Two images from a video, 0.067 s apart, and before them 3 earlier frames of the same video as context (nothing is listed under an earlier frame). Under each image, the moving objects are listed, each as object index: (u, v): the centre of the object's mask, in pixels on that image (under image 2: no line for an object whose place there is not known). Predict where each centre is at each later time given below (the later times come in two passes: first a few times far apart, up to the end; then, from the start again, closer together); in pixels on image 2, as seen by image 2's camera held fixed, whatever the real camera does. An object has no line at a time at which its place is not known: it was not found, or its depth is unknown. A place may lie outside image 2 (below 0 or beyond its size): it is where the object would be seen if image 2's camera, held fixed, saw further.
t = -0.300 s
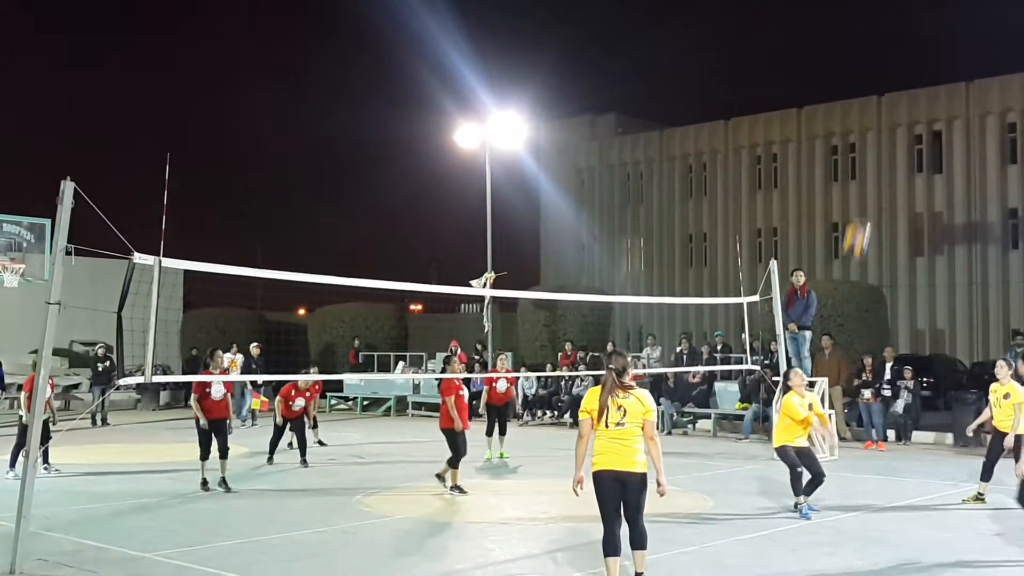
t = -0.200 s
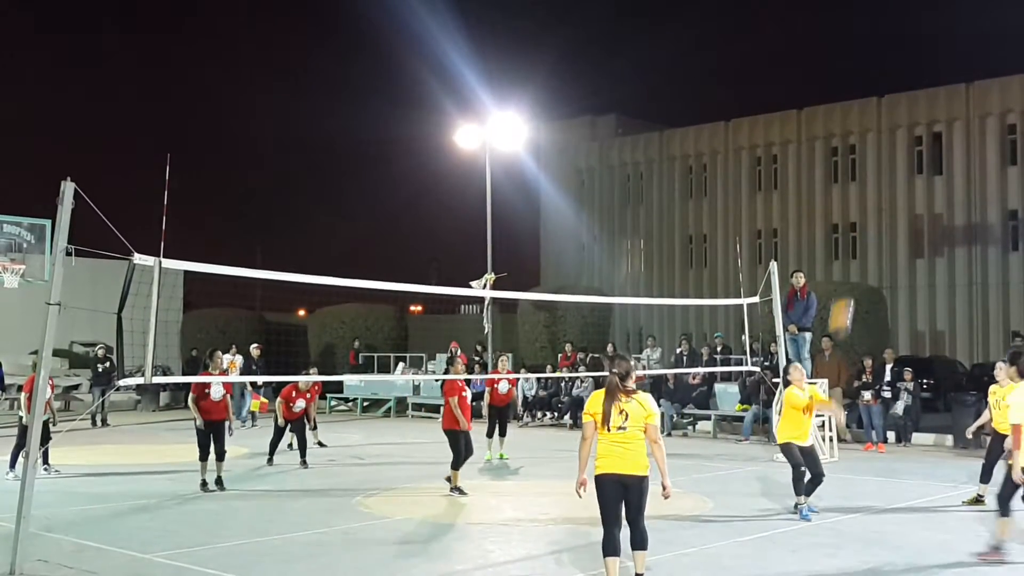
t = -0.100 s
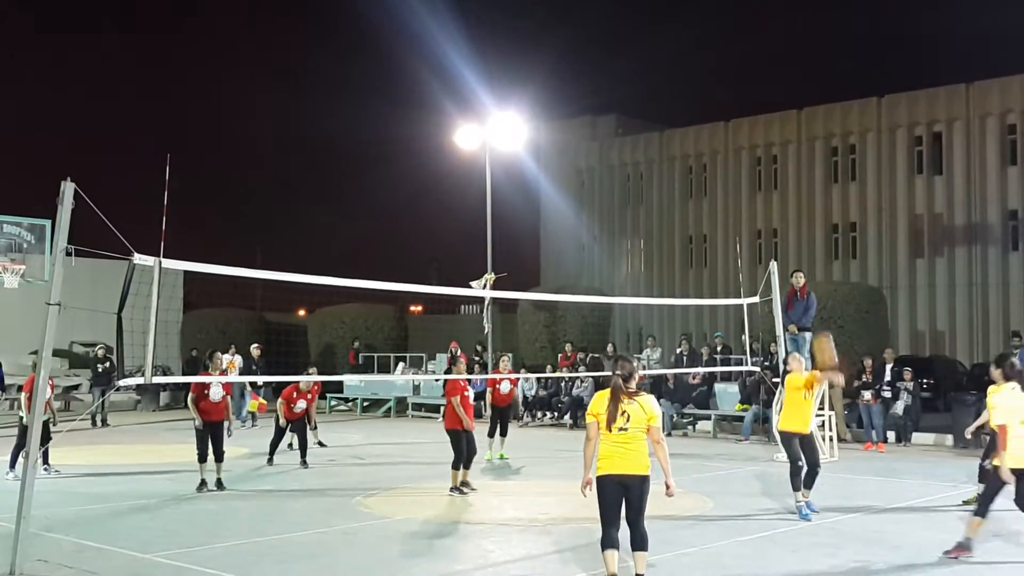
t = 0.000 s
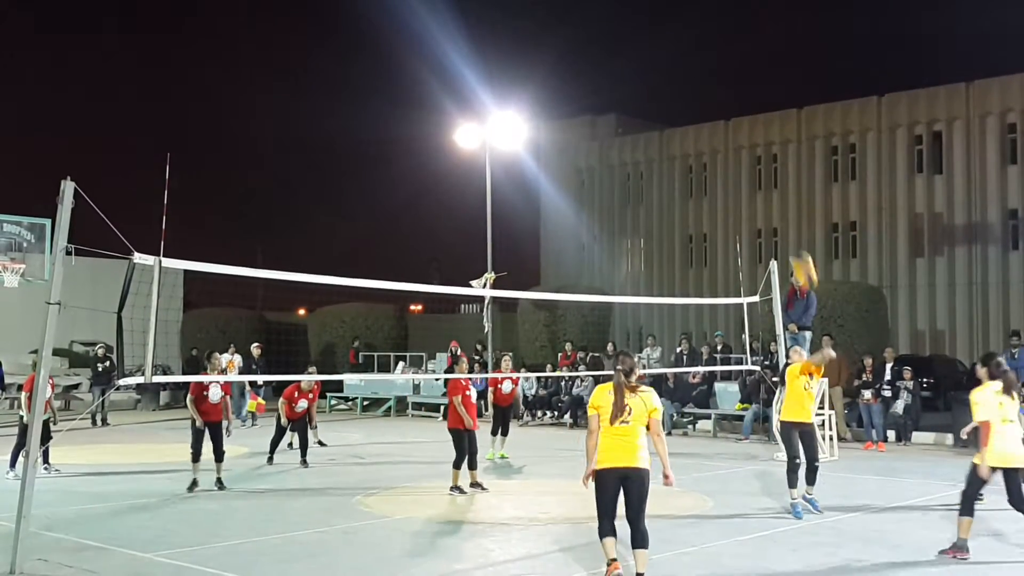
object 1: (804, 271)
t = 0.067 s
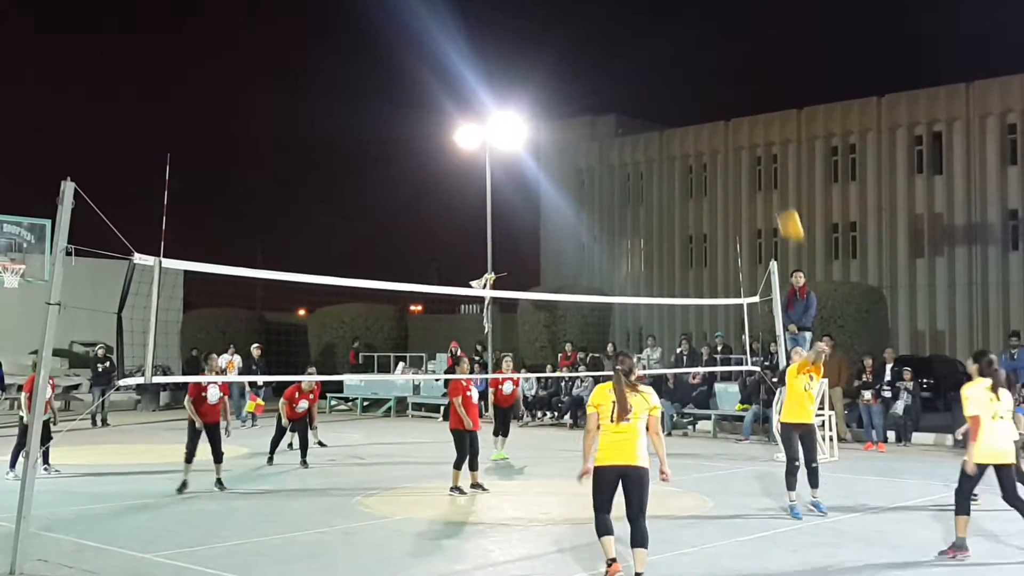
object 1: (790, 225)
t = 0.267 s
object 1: (750, 115)
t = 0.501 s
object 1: (704, 40)
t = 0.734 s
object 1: (658, 21)
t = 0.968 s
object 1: (611, 58)
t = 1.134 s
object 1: (580, 117)
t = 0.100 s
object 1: (784, 204)
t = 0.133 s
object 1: (777, 184)
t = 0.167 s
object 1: (770, 164)
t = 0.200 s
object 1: (764, 148)
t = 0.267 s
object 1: (750, 115)
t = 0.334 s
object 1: (737, 89)
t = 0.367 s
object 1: (730, 77)
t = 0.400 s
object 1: (724, 66)
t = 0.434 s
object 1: (717, 56)
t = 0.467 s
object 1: (710, 48)
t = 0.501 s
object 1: (704, 40)
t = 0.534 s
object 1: (697, 34)
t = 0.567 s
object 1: (691, 29)
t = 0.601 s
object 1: (684, 25)
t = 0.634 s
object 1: (678, 22)
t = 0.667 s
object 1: (671, 21)
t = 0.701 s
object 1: (664, 20)
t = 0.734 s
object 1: (658, 21)
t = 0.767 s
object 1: (652, 23)
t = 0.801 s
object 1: (645, 25)
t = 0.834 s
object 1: (638, 30)
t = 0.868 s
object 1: (632, 34)
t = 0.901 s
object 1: (625, 42)
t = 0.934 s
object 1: (618, 49)
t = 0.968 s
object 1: (611, 58)
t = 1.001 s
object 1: (605, 68)
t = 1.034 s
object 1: (599, 79)
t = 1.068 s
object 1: (593, 91)
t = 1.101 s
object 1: (586, 104)
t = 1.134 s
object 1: (580, 117)
